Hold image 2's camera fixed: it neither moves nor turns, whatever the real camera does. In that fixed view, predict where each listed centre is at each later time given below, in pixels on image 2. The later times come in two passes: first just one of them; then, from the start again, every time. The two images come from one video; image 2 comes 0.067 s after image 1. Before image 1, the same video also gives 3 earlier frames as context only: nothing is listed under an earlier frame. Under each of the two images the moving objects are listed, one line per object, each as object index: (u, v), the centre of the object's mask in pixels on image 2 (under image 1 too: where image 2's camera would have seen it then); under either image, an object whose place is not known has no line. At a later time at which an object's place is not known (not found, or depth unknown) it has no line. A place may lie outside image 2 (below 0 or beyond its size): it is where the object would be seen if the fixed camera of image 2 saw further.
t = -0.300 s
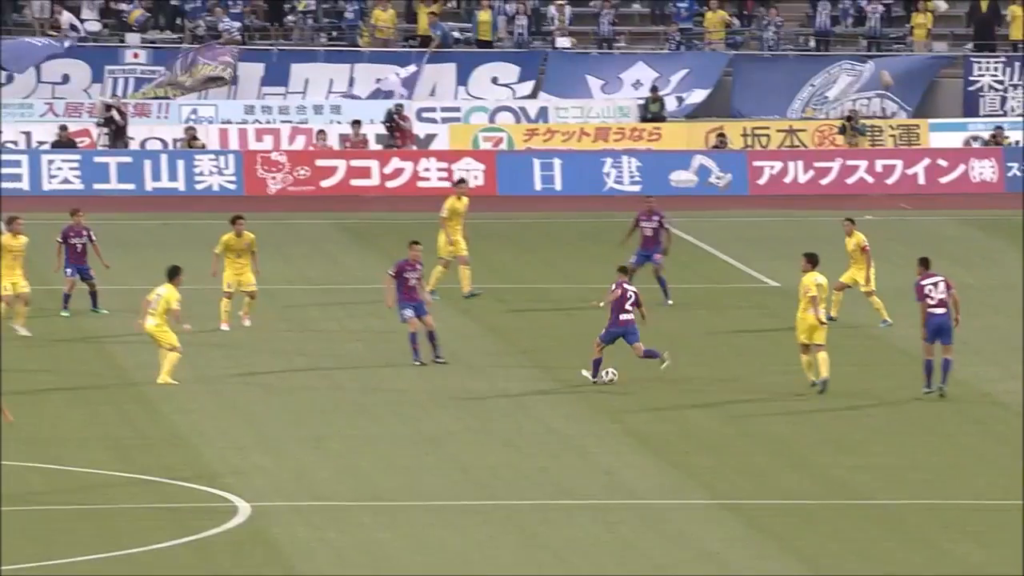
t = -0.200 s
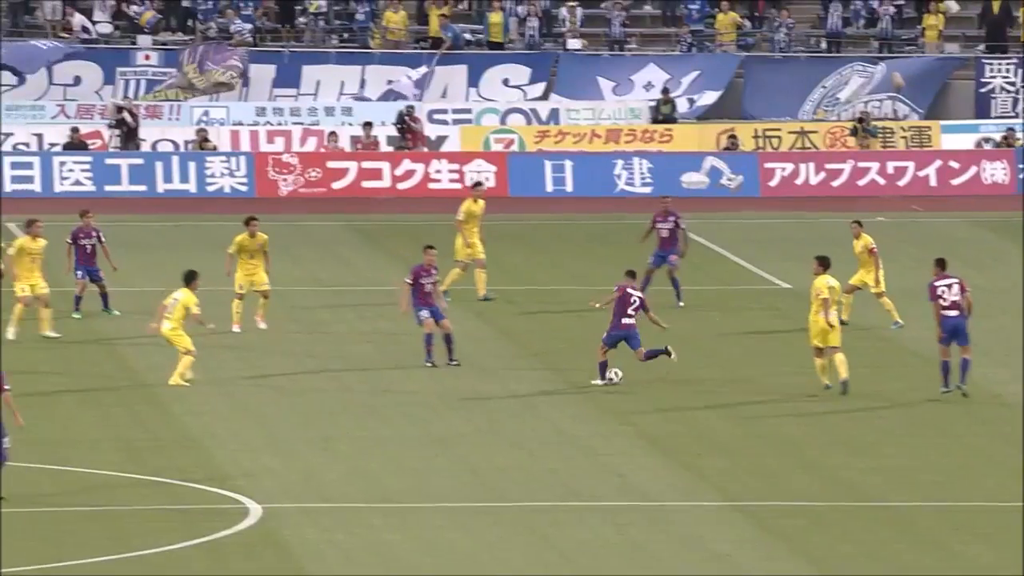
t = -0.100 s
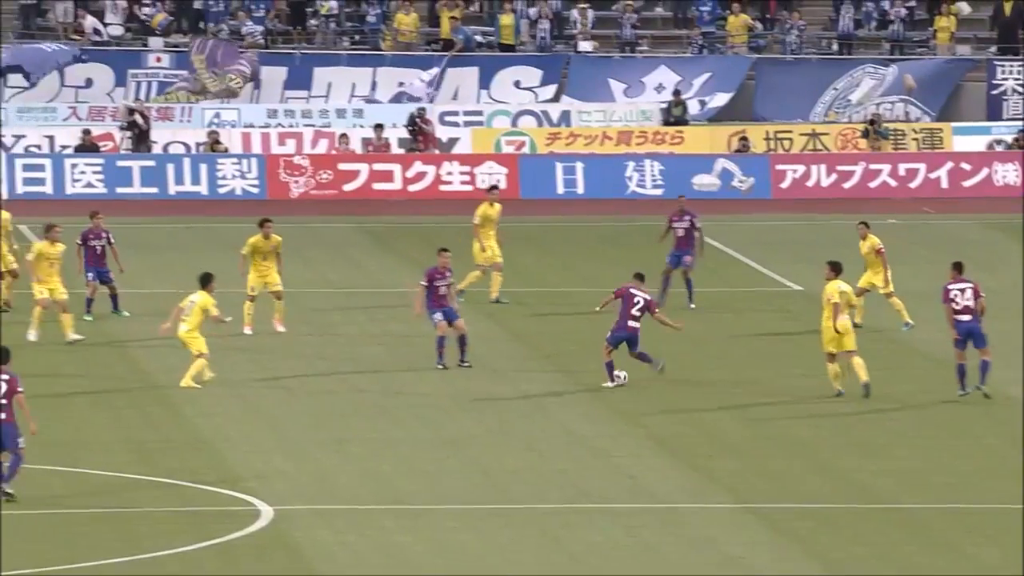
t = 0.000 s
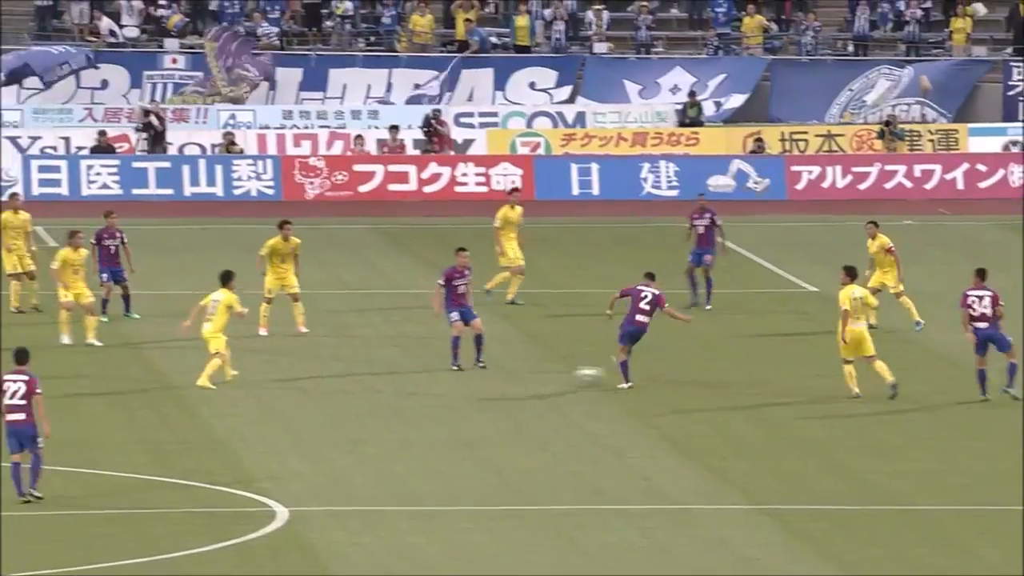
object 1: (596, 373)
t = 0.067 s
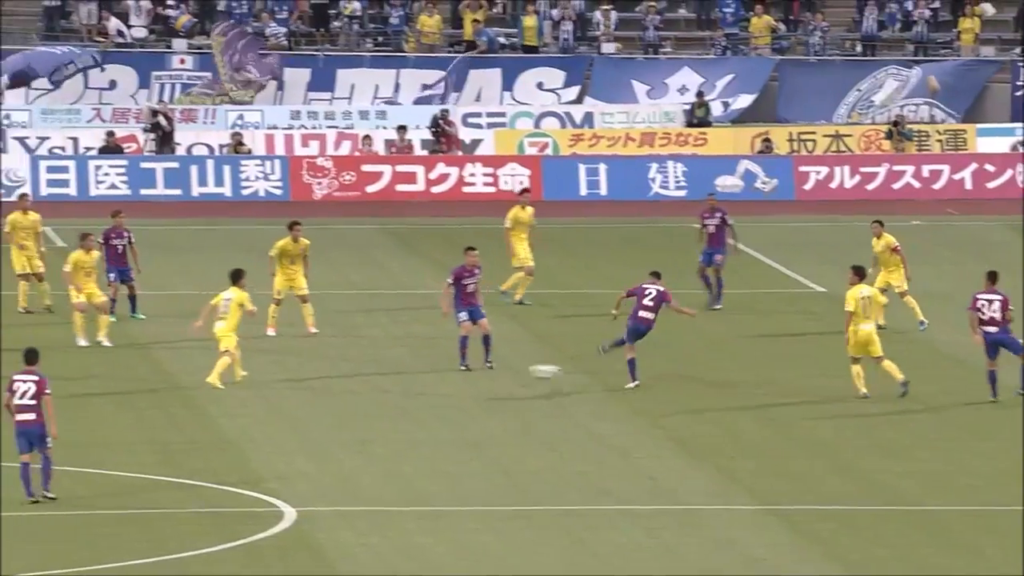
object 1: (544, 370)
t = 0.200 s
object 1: (441, 369)
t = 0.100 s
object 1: (519, 370)
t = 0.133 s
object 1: (494, 368)
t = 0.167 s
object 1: (466, 368)
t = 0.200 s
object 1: (441, 369)
